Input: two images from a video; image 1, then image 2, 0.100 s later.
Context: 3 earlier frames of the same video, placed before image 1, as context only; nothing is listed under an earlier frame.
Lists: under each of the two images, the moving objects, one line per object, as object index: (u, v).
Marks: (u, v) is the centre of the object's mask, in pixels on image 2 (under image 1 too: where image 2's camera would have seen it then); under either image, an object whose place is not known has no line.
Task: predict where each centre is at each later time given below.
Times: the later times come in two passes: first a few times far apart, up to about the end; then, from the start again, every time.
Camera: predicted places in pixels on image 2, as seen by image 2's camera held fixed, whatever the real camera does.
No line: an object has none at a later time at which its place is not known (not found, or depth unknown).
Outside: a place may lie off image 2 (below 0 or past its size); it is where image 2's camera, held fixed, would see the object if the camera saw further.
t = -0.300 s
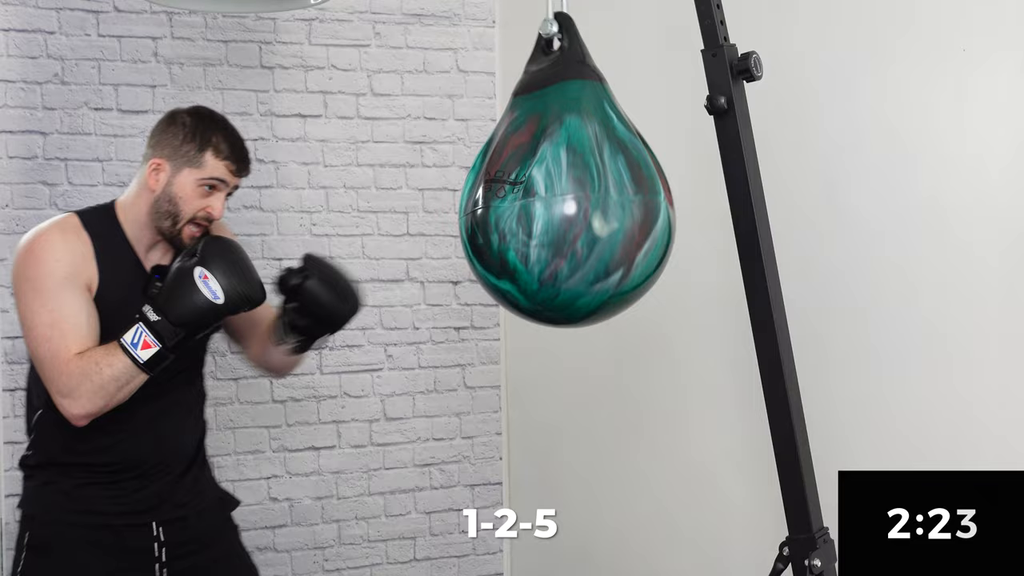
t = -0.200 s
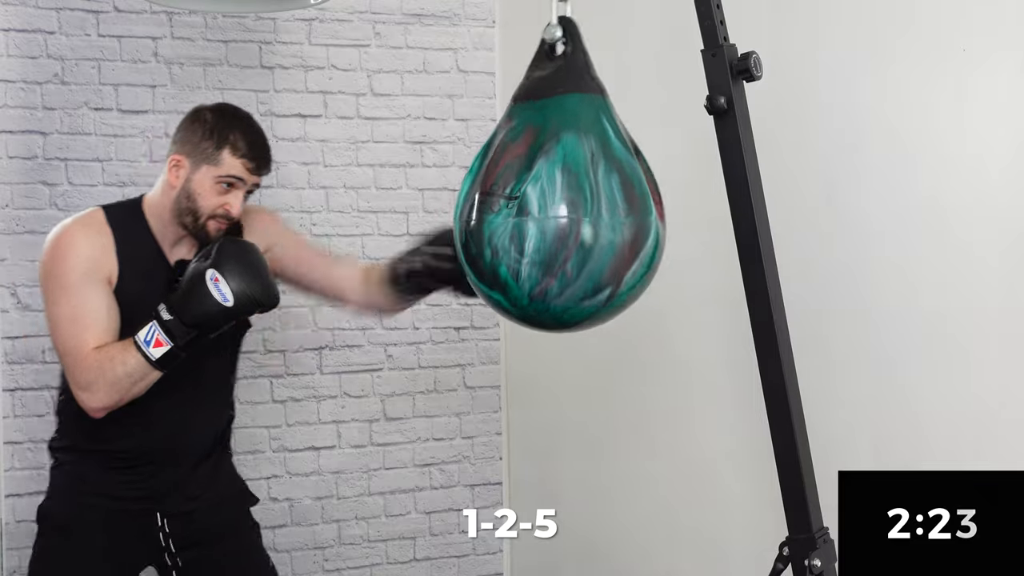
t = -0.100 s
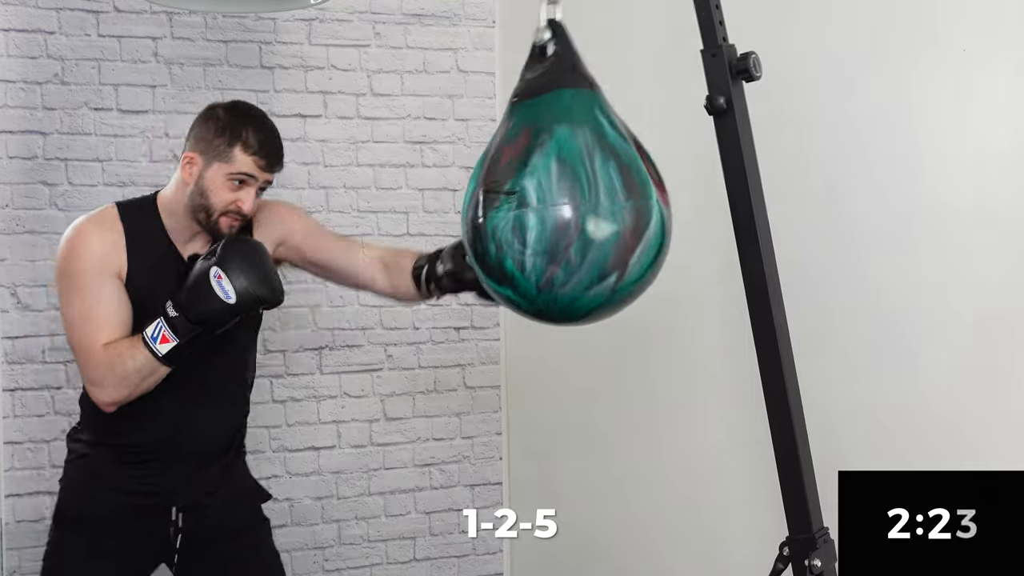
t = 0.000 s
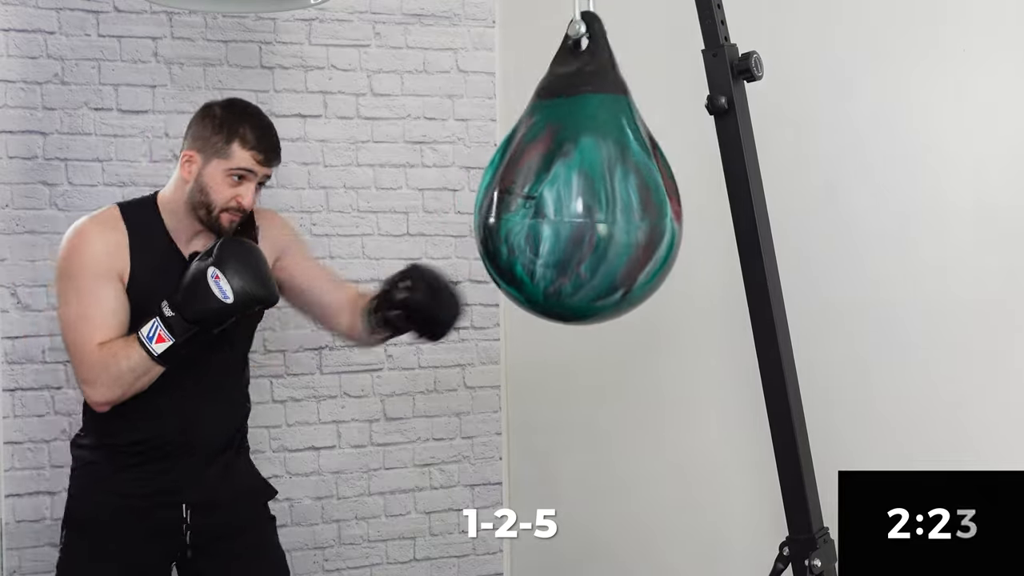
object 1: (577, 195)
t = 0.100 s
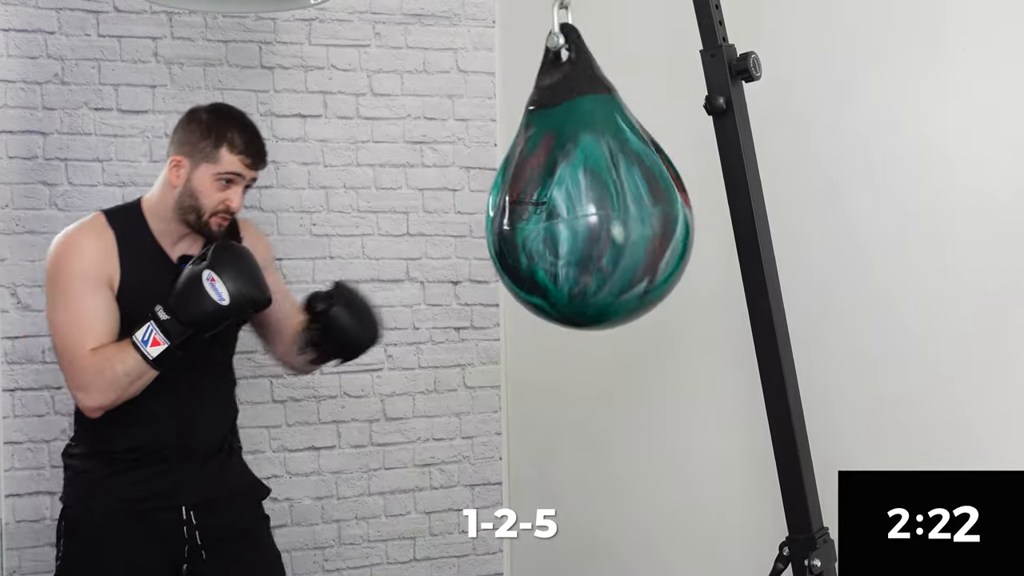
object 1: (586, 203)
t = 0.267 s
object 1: (592, 195)
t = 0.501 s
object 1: (589, 201)
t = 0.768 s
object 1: (564, 203)
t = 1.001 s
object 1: (539, 197)
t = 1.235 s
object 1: (528, 196)
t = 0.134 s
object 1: (588, 203)
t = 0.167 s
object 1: (590, 201)
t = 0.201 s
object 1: (592, 199)
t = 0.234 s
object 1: (593, 197)
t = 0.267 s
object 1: (592, 195)
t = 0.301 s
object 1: (593, 195)
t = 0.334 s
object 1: (594, 196)
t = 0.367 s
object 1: (595, 198)
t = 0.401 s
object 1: (594, 200)
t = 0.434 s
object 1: (593, 201)
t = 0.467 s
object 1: (592, 201)
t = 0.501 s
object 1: (589, 201)
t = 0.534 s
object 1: (587, 199)
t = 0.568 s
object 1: (584, 196)
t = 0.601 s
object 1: (581, 196)
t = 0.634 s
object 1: (578, 196)
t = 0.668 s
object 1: (575, 199)
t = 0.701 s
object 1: (571, 201)
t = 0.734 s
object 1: (568, 202)
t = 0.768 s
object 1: (564, 203)
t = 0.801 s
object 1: (561, 203)
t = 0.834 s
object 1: (556, 201)
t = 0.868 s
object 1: (553, 199)
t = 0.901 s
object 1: (548, 197)
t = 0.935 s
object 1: (545, 196)
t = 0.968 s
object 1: (542, 196)
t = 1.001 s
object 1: (539, 197)
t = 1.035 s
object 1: (537, 199)
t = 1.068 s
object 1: (534, 201)
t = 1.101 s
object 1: (533, 201)
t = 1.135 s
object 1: (531, 201)
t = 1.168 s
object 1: (530, 199)
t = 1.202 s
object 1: (529, 197)
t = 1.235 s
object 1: (528, 196)
